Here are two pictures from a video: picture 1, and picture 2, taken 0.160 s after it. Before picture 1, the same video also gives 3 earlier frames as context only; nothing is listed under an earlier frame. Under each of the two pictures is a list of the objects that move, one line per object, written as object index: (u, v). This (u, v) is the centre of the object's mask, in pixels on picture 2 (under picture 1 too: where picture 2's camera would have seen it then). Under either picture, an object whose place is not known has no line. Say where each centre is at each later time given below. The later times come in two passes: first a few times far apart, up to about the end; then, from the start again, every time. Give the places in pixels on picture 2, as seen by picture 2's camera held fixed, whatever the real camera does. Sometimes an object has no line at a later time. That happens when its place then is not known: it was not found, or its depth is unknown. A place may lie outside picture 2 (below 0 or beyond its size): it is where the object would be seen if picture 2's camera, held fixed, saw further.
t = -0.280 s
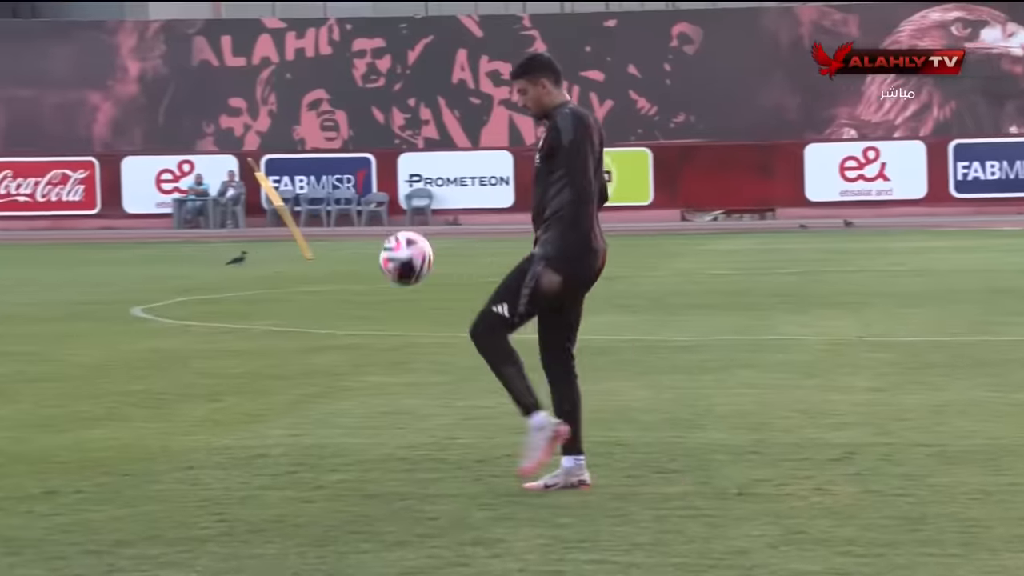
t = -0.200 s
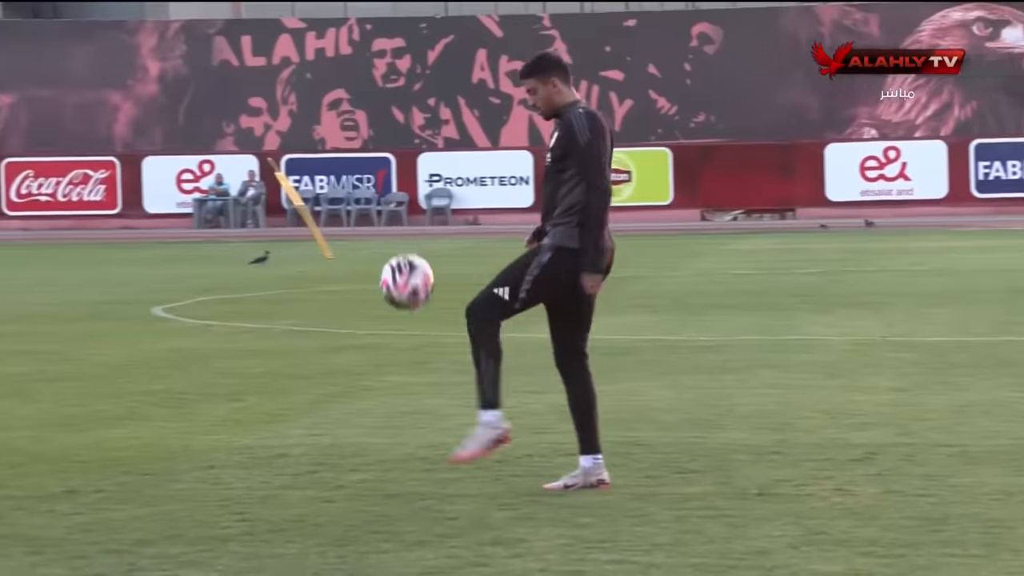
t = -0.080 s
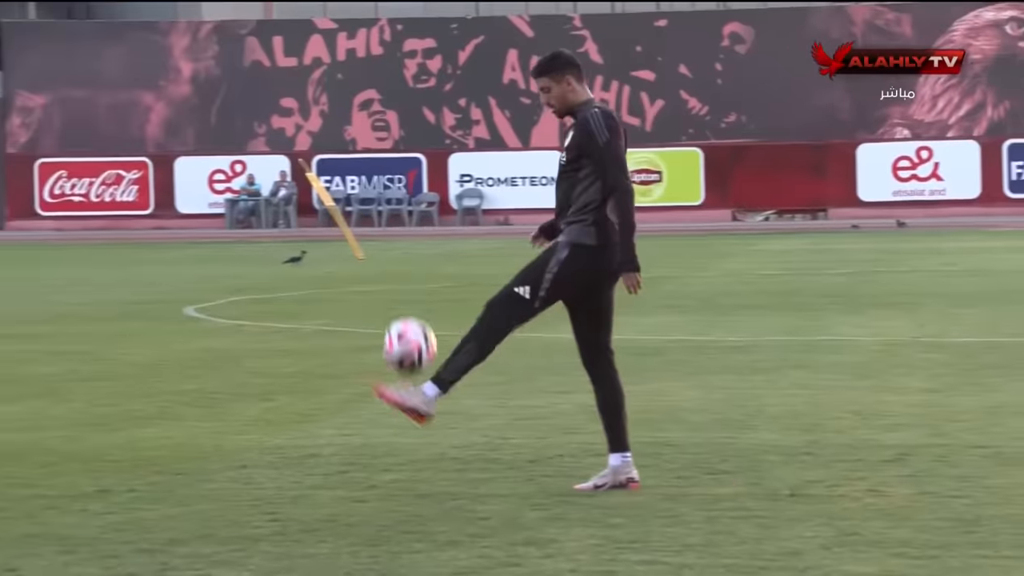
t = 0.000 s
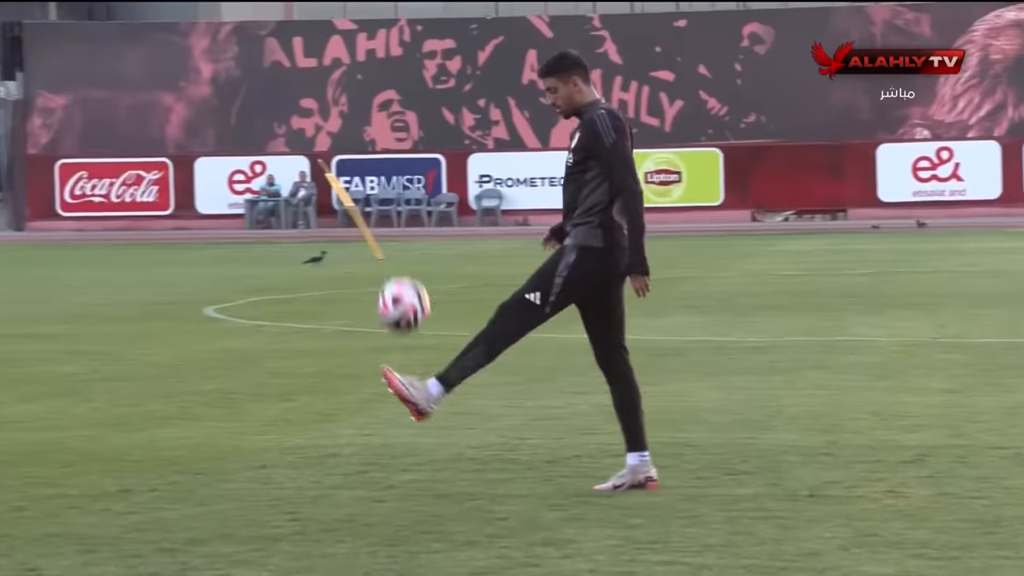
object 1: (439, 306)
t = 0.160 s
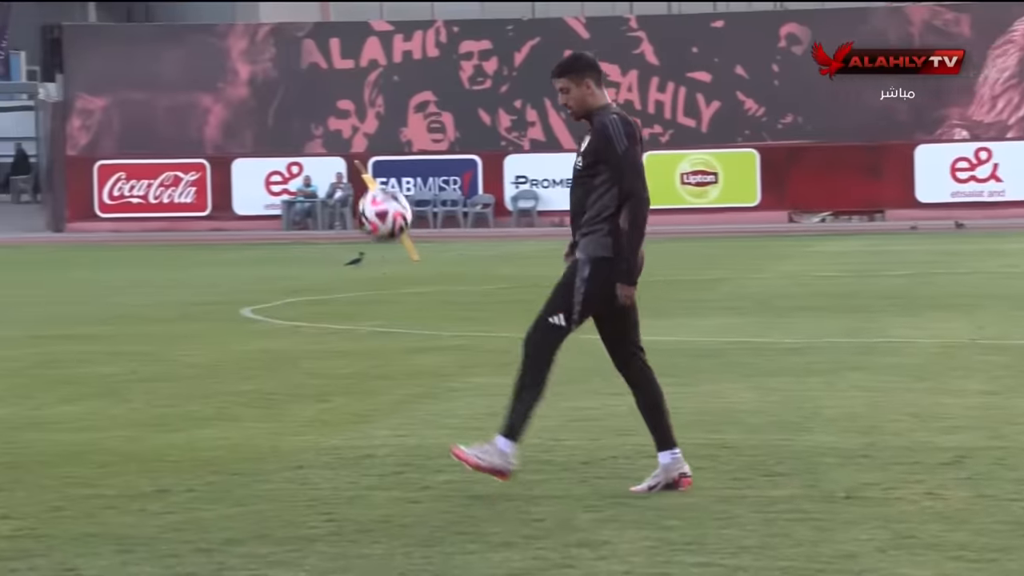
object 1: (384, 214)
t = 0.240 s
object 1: (357, 189)
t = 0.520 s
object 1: (263, 226)
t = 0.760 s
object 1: (180, 406)
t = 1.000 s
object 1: (120, 407)
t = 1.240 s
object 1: (68, 408)
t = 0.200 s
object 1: (370, 199)
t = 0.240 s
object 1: (357, 189)
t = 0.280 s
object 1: (344, 184)
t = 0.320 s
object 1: (331, 182)
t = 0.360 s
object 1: (316, 182)
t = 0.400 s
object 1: (303, 187)
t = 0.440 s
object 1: (290, 197)
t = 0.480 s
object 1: (278, 210)
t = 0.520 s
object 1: (263, 226)
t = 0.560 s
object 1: (249, 245)
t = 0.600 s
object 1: (236, 268)
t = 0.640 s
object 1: (222, 297)
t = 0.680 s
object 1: (208, 330)
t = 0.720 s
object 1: (194, 366)
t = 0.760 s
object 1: (180, 406)
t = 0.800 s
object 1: (166, 451)
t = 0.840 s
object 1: (153, 481)
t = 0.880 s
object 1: (145, 456)
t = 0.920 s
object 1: (137, 436)
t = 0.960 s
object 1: (129, 420)
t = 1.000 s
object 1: (120, 407)
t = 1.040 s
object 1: (112, 397)
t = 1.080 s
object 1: (103, 392)
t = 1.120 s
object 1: (94, 390)
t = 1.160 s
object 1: (86, 392)
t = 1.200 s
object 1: (77, 398)
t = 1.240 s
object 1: (68, 408)
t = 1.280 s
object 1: (60, 422)
